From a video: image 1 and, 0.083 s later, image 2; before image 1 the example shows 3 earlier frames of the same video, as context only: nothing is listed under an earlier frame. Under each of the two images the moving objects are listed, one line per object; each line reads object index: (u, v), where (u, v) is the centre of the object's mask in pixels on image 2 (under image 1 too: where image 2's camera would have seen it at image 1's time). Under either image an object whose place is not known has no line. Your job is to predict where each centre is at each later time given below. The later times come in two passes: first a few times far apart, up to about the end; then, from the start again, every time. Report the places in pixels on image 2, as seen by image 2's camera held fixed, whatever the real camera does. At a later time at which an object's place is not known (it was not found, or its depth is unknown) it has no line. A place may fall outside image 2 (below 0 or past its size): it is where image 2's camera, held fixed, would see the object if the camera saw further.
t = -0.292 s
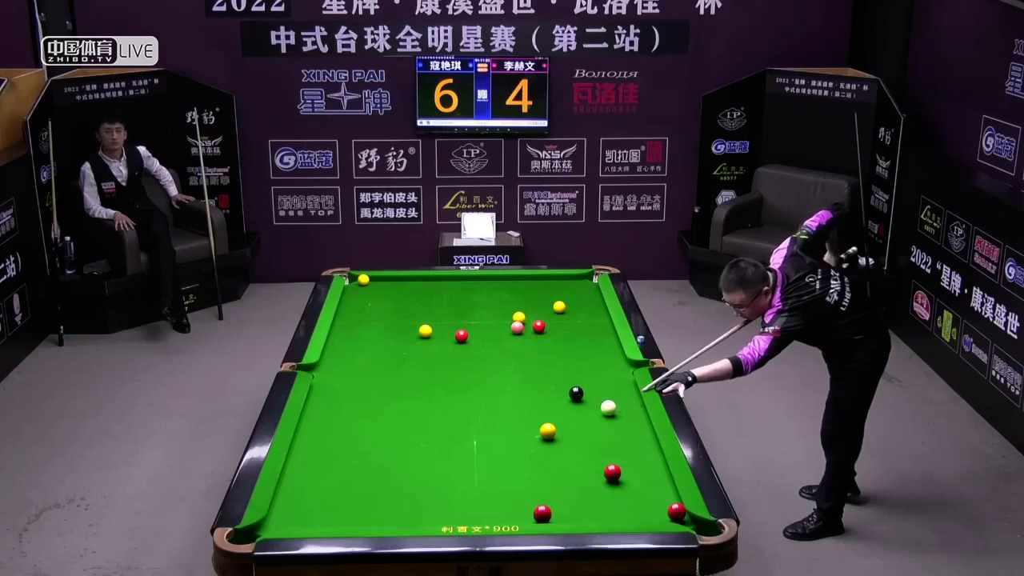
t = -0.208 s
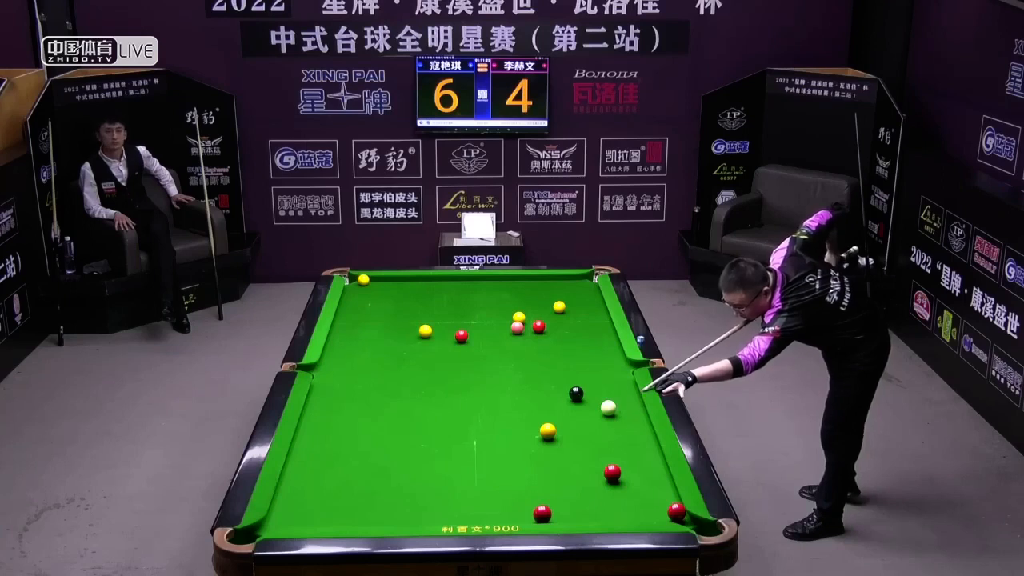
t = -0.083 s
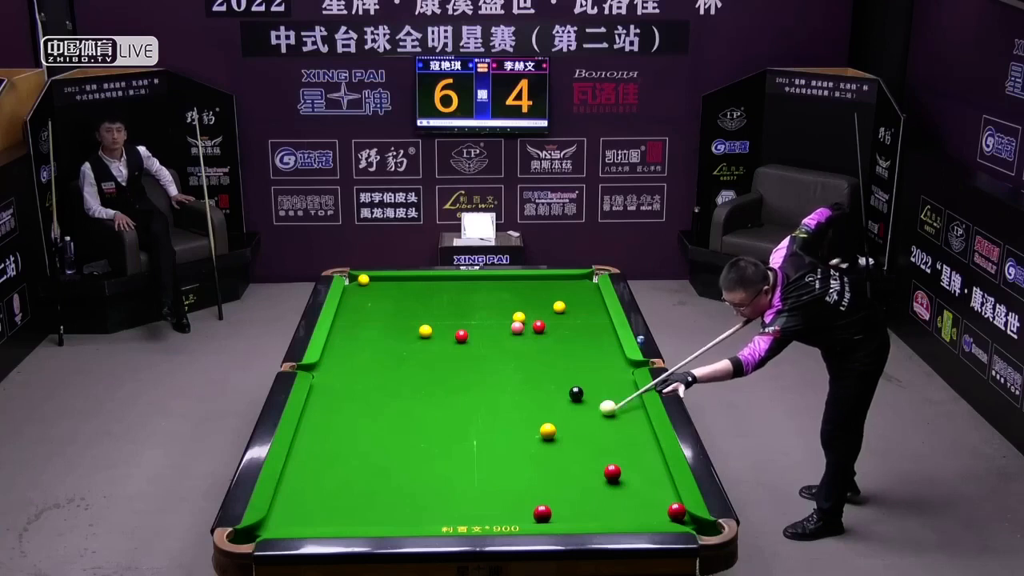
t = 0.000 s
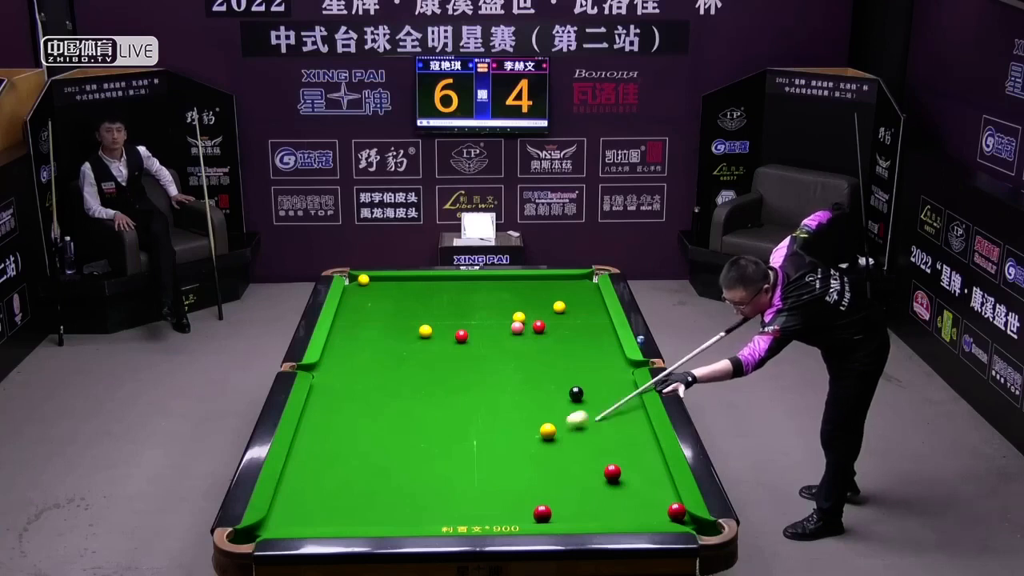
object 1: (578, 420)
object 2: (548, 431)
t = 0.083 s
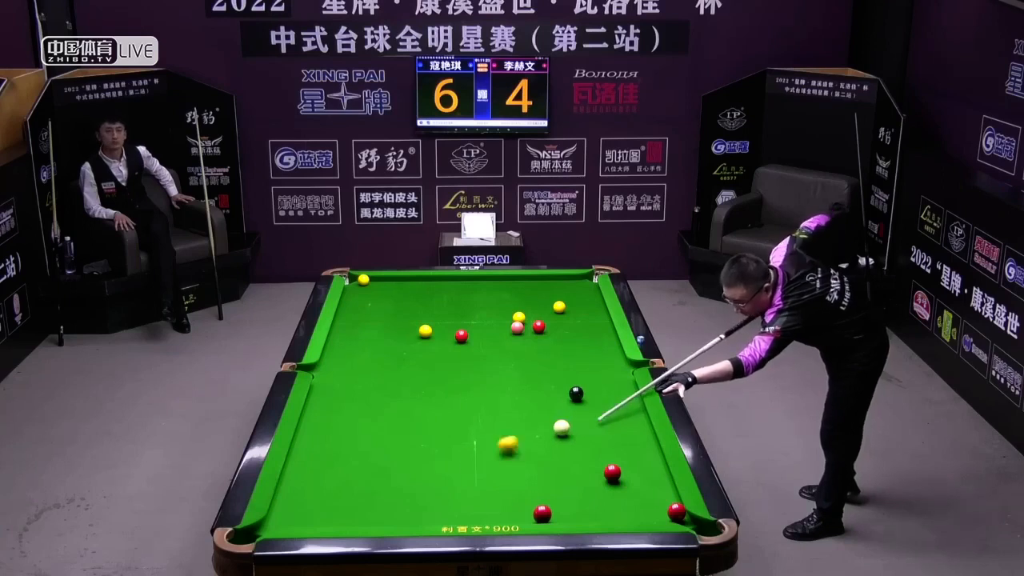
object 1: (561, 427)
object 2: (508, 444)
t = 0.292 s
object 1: (580, 425)
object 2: (395, 484)
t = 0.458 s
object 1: (600, 420)
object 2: (306, 515)
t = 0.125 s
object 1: (563, 427)
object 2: (485, 453)
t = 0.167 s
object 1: (565, 427)
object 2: (474, 457)
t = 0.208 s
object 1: (568, 427)
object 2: (451, 464)
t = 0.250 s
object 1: (572, 426)
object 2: (428, 472)
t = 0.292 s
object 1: (580, 425)
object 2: (395, 484)
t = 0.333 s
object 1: (585, 424)
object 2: (373, 491)
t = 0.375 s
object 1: (587, 423)
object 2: (362, 495)
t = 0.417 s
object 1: (592, 422)
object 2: (340, 503)
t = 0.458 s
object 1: (600, 420)
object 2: (306, 515)
